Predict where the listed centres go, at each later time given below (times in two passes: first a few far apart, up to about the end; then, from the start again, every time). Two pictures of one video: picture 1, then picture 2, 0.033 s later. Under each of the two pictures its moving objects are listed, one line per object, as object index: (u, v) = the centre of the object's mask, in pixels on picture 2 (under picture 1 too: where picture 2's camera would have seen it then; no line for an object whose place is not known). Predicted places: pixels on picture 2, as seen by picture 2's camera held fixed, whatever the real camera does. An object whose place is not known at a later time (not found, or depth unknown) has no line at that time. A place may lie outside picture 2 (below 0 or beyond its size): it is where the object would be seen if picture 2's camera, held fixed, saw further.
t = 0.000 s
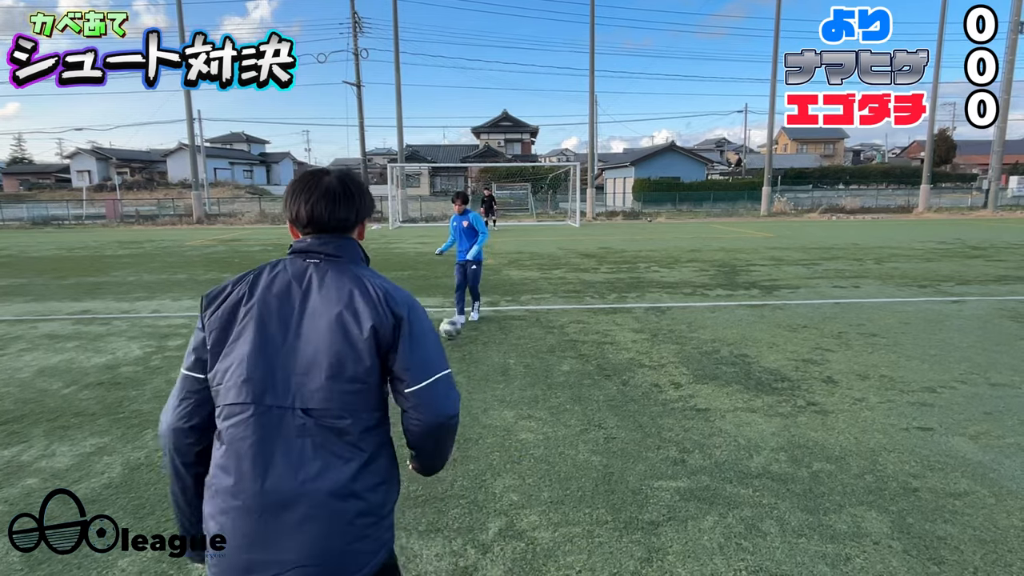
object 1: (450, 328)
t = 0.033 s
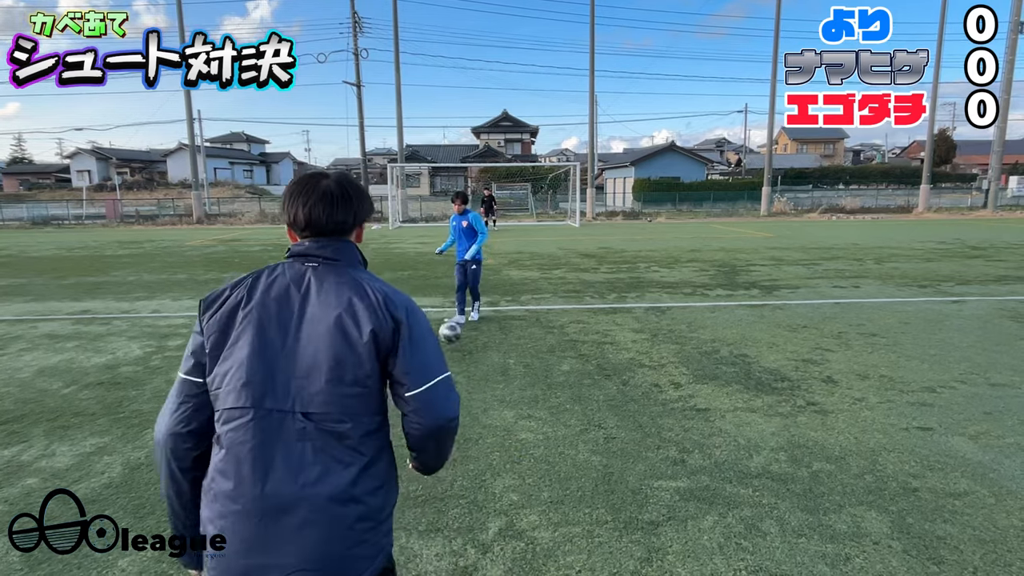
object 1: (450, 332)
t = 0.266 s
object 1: (448, 399)
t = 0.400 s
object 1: (448, 454)
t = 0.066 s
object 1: (449, 345)
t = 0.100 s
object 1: (449, 356)
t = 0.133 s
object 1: (449, 362)
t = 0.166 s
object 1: (448, 367)
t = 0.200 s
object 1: (448, 376)
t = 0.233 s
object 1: (448, 386)
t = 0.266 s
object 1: (448, 399)
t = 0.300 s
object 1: (448, 411)
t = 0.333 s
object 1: (448, 422)
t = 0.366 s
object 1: (448, 437)
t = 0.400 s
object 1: (448, 454)
